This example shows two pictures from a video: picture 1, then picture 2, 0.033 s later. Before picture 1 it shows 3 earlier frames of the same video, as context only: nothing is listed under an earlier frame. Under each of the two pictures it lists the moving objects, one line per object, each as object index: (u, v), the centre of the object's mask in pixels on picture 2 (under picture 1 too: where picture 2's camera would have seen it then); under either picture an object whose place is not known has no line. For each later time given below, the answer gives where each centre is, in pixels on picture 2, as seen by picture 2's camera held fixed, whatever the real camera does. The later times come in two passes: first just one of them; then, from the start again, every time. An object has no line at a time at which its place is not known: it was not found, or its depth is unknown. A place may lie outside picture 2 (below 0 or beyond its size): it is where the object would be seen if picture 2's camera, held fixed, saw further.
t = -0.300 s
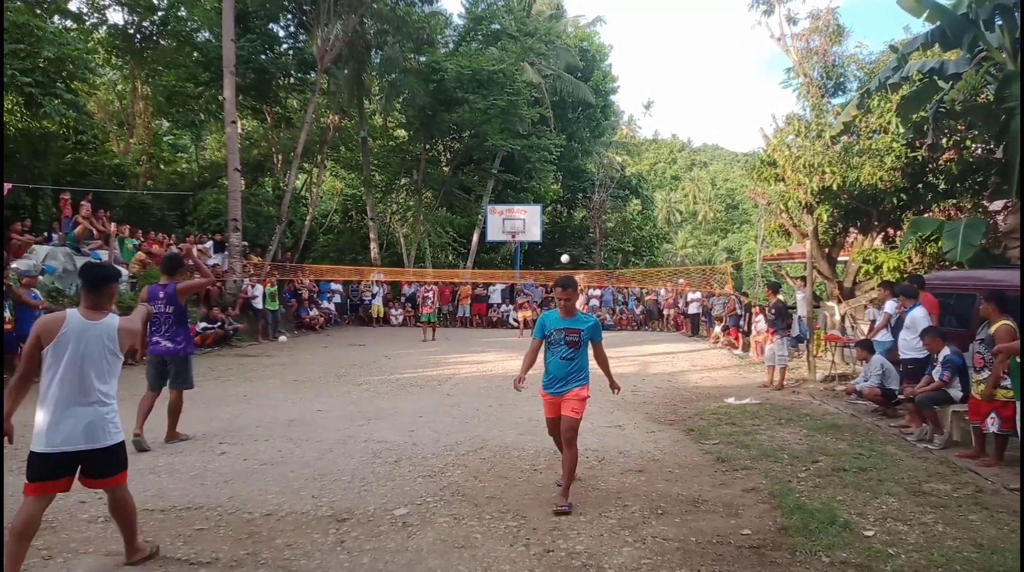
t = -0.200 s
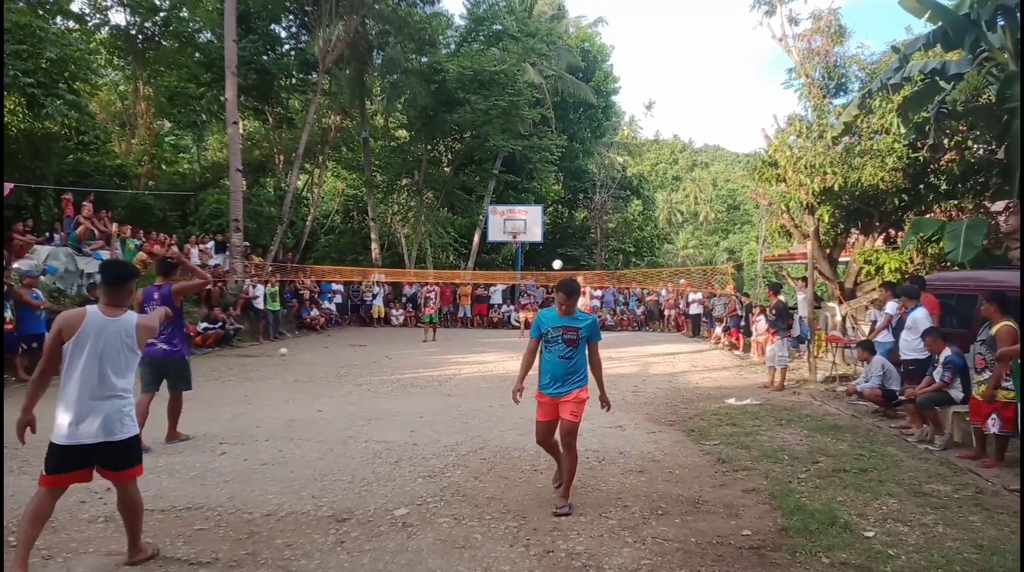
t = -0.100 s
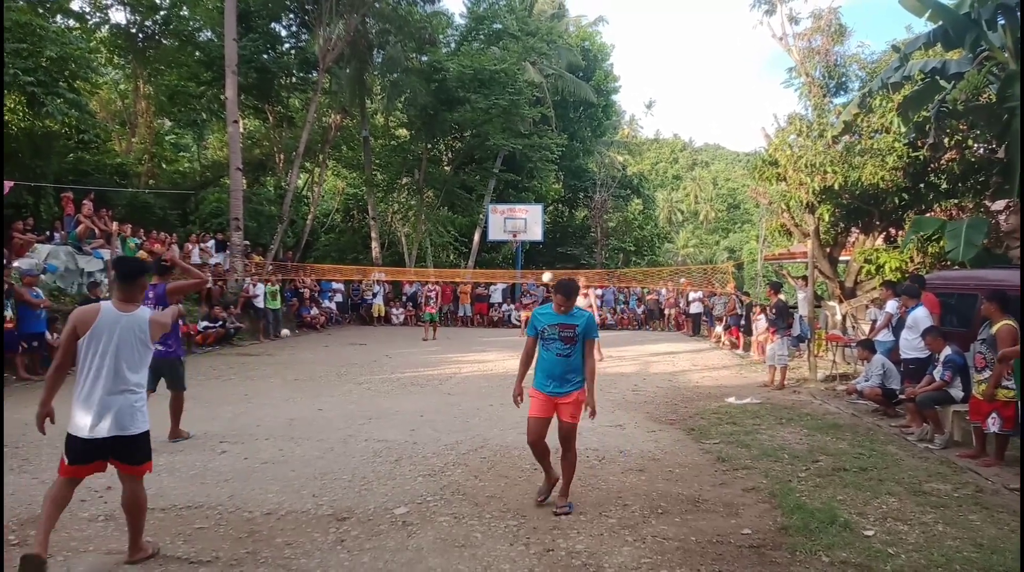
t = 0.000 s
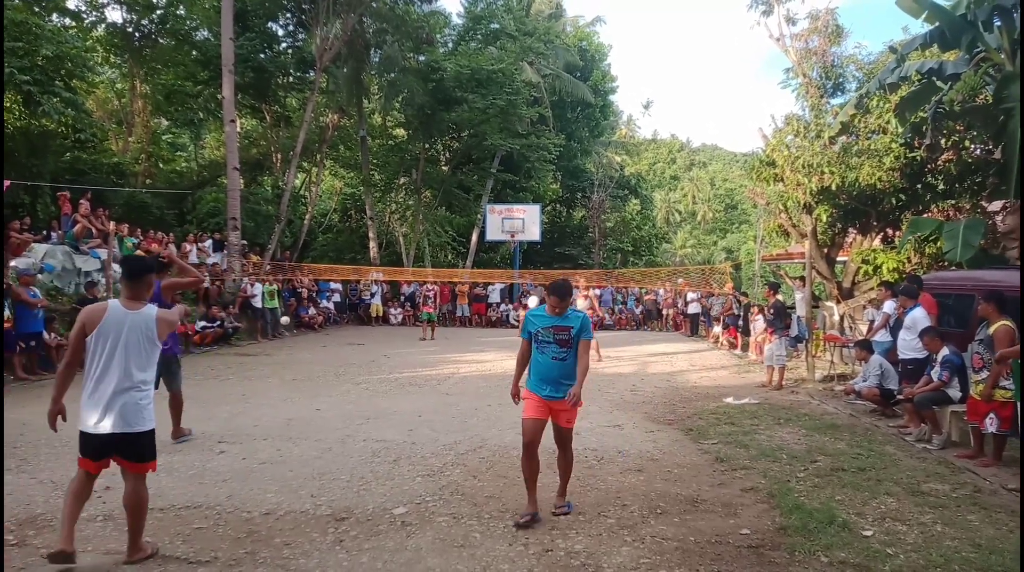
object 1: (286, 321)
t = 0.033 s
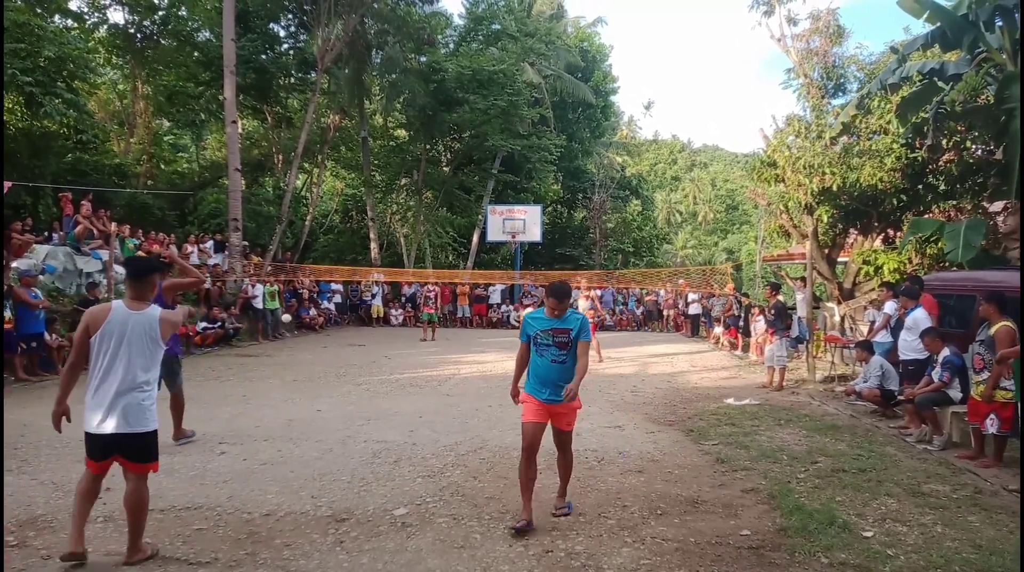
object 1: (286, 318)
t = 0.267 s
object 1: (290, 314)
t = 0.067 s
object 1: (286, 315)
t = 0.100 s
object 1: (287, 314)
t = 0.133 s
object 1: (288, 312)
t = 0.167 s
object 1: (288, 312)
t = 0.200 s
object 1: (289, 312)
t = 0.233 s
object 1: (290, 312)
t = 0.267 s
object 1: (290, 314)
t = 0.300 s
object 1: (291, 316)
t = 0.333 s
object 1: (292, 318)
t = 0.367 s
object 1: (293, 322)
